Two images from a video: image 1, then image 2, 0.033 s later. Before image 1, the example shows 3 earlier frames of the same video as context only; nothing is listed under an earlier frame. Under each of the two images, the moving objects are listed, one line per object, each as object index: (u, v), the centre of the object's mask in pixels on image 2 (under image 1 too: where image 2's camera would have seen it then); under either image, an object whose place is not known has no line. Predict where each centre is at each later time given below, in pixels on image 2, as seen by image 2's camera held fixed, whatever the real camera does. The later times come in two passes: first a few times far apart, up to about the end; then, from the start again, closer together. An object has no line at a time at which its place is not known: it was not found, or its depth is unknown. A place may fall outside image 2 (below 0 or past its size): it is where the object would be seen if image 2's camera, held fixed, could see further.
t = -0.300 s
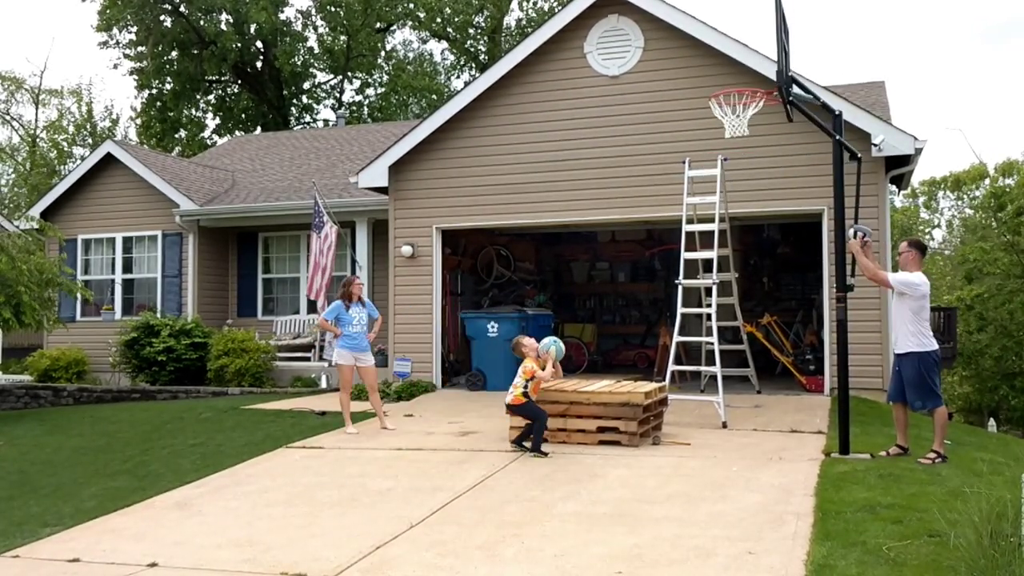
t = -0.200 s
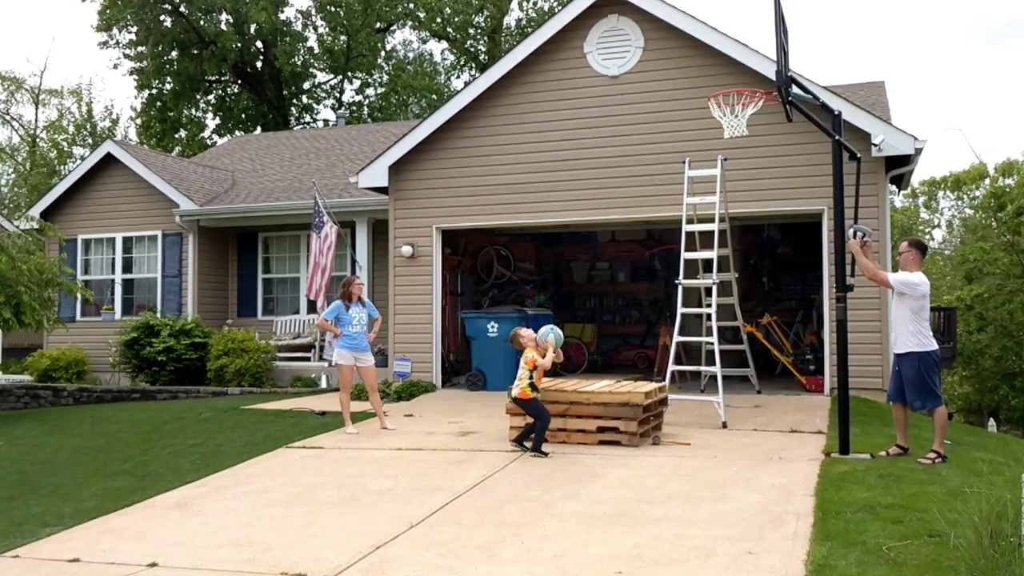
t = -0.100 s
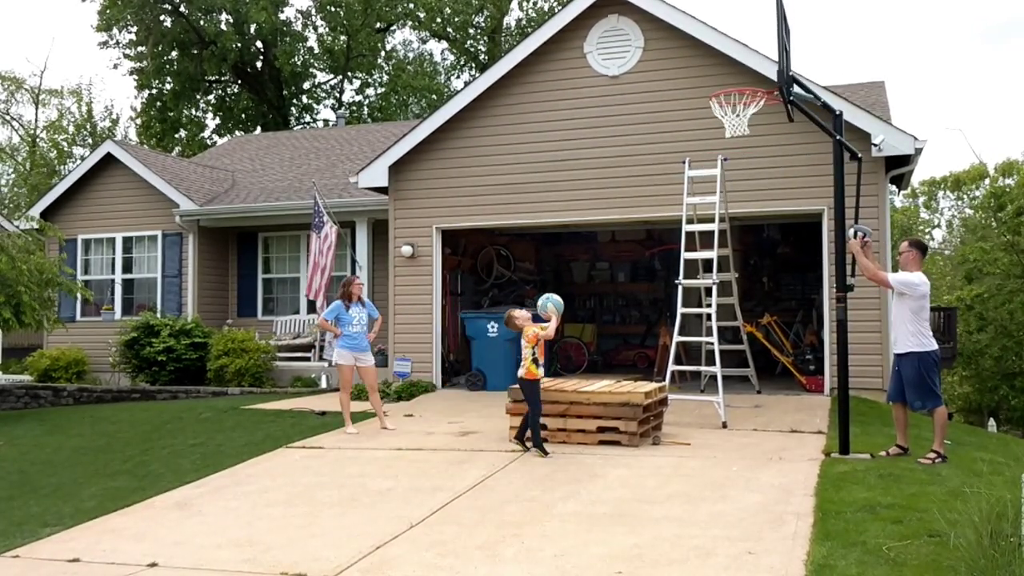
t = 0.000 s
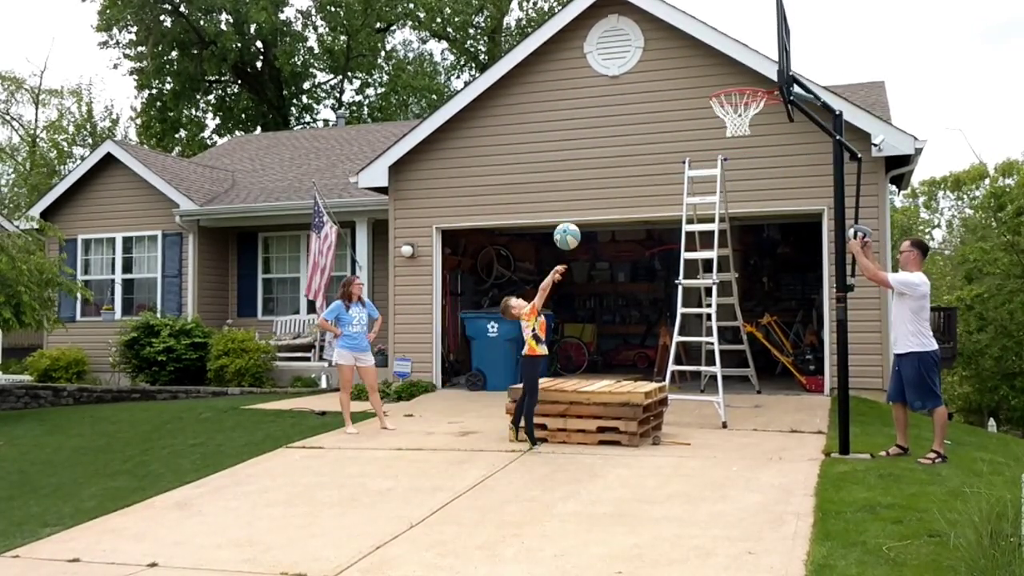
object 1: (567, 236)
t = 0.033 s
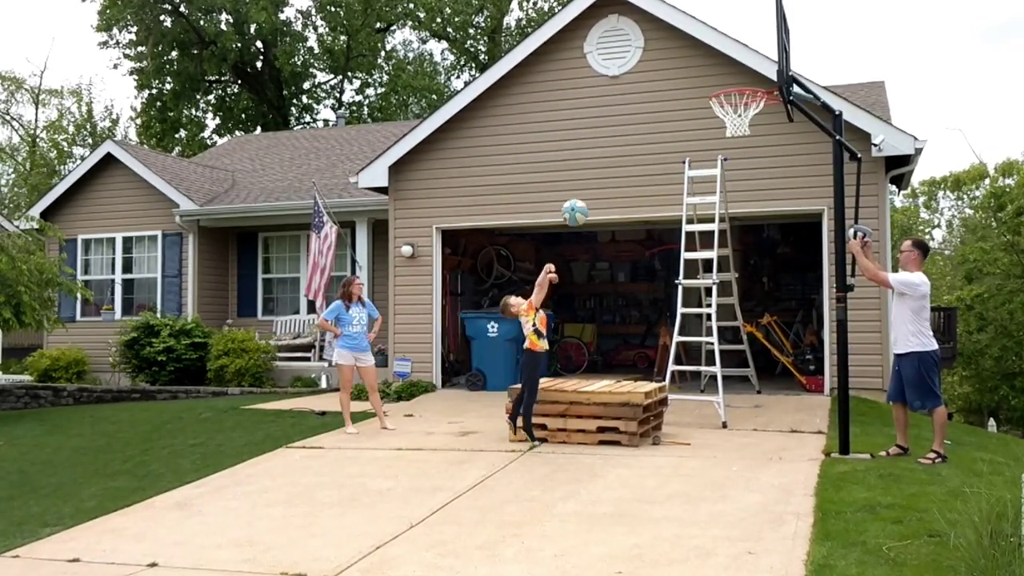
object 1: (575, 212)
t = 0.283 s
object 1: (631, 75)
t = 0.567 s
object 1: (696, 8)
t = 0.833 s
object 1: (759, 23)
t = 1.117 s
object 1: (732, 105)
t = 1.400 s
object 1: (714, 163)
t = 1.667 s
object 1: (704, 279)
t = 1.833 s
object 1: (698, 394)
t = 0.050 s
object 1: (578, 200)
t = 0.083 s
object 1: (586, 179)
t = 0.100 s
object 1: (589, 169)
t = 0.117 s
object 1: (593, 159)
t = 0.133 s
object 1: (597, 149)
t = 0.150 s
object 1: (601, 139)
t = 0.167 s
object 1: (605, 130)
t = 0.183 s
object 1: (609, 121)
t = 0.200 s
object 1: (612, 113)
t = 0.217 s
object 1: (616, 105)
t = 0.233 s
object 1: (620, 97)
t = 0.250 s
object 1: (624, 89)
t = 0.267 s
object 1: (628, 82)
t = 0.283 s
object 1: (631, 75)
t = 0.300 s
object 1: (635, 68)
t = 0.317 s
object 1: (639, 62)
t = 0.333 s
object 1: (643, 56)
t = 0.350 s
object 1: (646, 50)
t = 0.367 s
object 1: (650, 45)
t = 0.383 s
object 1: (654, 40)
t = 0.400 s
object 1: (658, 35)
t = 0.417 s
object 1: (661, 32)
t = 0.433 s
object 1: (665, 28)
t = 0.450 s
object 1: (669, 25)
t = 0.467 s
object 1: (673, 21)
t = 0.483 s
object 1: (677, 18)
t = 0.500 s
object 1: (680, 15)
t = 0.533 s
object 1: (688, 11)
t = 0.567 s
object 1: (696, 8)
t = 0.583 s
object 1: (700, 8)
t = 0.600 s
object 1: (704, 7)
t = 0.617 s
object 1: (708, 7)
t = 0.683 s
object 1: (723, 7)
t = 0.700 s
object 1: (727, 7)
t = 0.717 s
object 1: (731, 8)
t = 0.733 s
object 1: (735, 9)
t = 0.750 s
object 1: (739, 10)
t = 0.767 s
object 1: (743, 11)
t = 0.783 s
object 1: (747, 13)
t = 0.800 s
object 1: (751, 16)
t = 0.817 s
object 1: (755, 19)
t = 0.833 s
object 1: (759, 23)
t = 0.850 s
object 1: (763, 26)
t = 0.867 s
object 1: (765, 30)
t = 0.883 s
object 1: (766, 34)
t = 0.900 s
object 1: (765, 37)
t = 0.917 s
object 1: (763, 41)
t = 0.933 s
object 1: (760, 45)
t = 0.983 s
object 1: (753, 59)
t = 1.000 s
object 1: (750, 64)
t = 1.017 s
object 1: (747, 69)
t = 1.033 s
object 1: (745, 74)
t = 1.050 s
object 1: (742, 78)
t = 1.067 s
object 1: (740, 82)
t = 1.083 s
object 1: (737, 91)
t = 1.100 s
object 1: (735, 100)
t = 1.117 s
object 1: (732, 105)
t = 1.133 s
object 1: (729, 110)
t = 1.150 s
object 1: (727, 117)
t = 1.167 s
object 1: (724, 125)
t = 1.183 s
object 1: (724, 127)
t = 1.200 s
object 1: (722, 129)
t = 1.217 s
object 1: (721, 131)
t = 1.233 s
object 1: (721, 132)
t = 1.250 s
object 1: (720, 134)
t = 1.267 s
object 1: (719, 136)
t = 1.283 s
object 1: (719, 138)
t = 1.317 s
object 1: (717, 143)
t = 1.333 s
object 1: (717, 147)
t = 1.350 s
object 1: (716, 150)
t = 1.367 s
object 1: (715, 154)
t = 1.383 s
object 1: (715, 158)
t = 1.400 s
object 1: (714, 163)
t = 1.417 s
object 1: (714, 167)
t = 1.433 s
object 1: (713, 171)
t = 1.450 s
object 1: (712, 178)
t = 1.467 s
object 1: (712, 184)
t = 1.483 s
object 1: (711, 190)
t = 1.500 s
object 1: (710, 197)
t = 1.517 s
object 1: (709, 204)
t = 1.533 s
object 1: (709, 211)
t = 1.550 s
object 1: (708, 218)
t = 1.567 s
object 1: (708, 226)
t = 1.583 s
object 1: (707, 234)
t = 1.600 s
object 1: (707, 242)
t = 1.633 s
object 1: (705, 260)
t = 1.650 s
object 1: (705, 269)
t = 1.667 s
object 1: (704, 279)
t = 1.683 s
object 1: (703, 289)
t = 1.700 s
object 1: (703, 299)
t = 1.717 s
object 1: (702, 310)
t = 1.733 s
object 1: (702, 321)
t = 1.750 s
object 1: (701, 332)
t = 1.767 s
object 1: (701, 344)
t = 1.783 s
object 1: (700, 356)
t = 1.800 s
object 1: (700, 368)
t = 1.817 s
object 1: (699, 380)
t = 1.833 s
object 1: (698, 394)
